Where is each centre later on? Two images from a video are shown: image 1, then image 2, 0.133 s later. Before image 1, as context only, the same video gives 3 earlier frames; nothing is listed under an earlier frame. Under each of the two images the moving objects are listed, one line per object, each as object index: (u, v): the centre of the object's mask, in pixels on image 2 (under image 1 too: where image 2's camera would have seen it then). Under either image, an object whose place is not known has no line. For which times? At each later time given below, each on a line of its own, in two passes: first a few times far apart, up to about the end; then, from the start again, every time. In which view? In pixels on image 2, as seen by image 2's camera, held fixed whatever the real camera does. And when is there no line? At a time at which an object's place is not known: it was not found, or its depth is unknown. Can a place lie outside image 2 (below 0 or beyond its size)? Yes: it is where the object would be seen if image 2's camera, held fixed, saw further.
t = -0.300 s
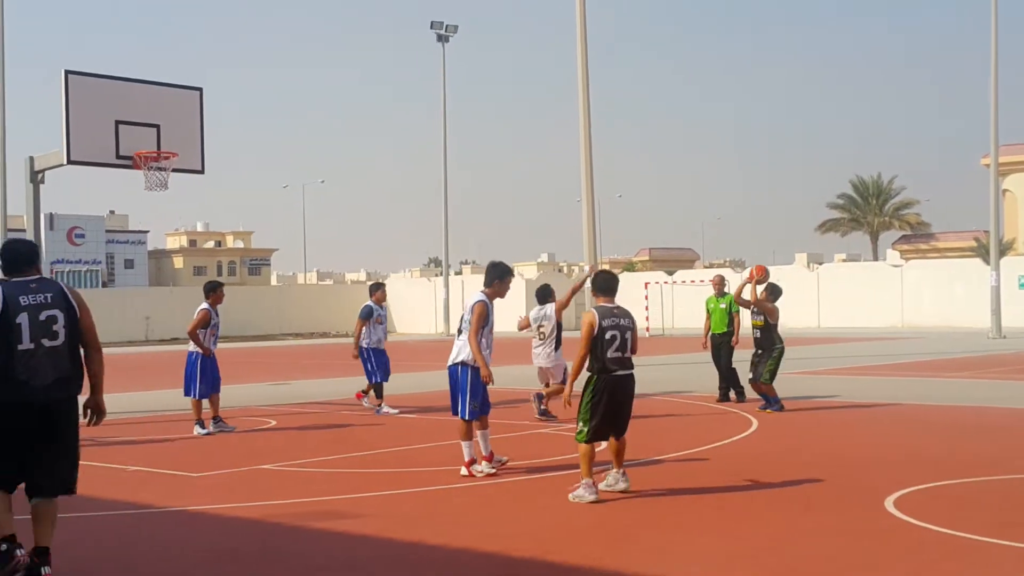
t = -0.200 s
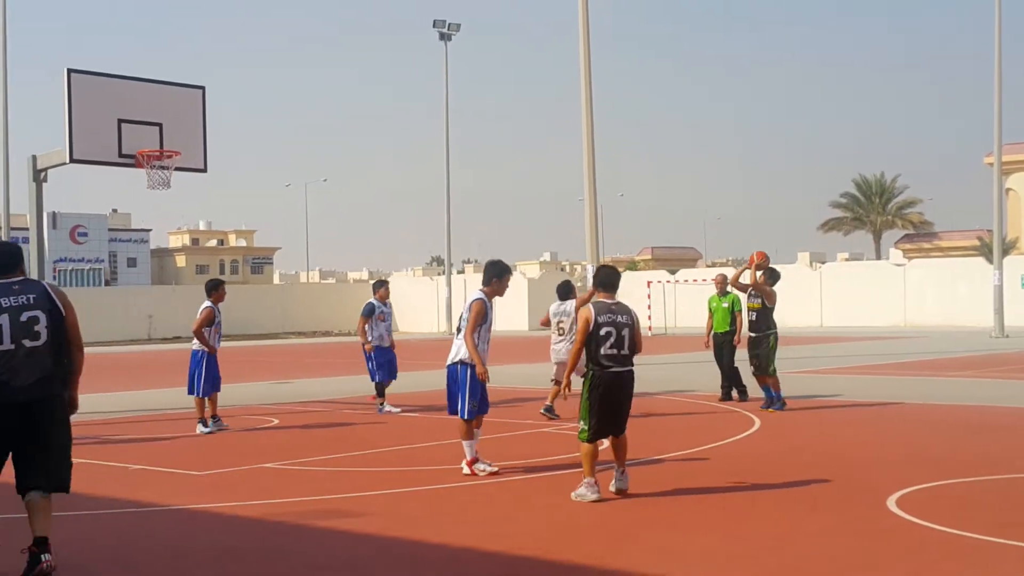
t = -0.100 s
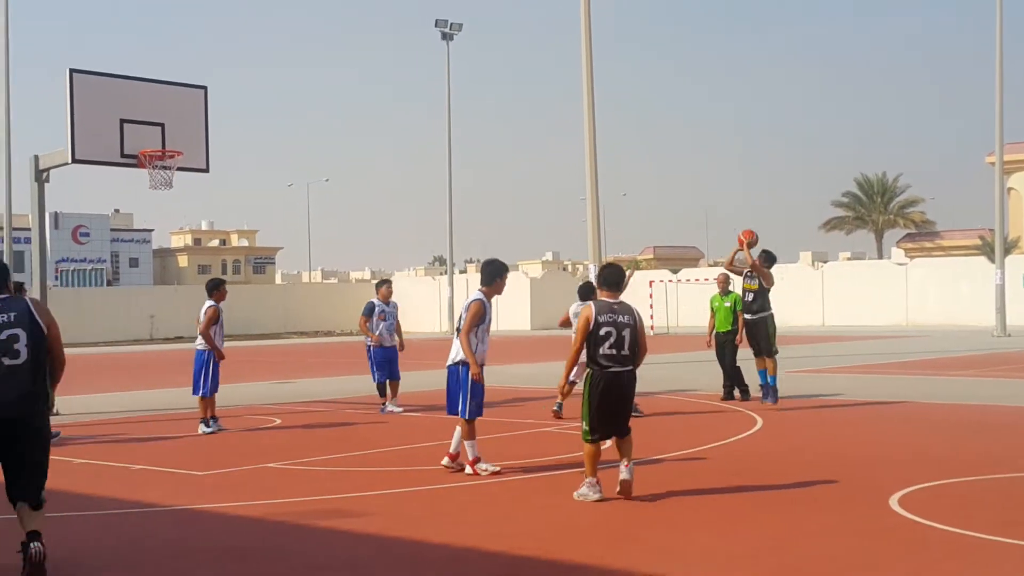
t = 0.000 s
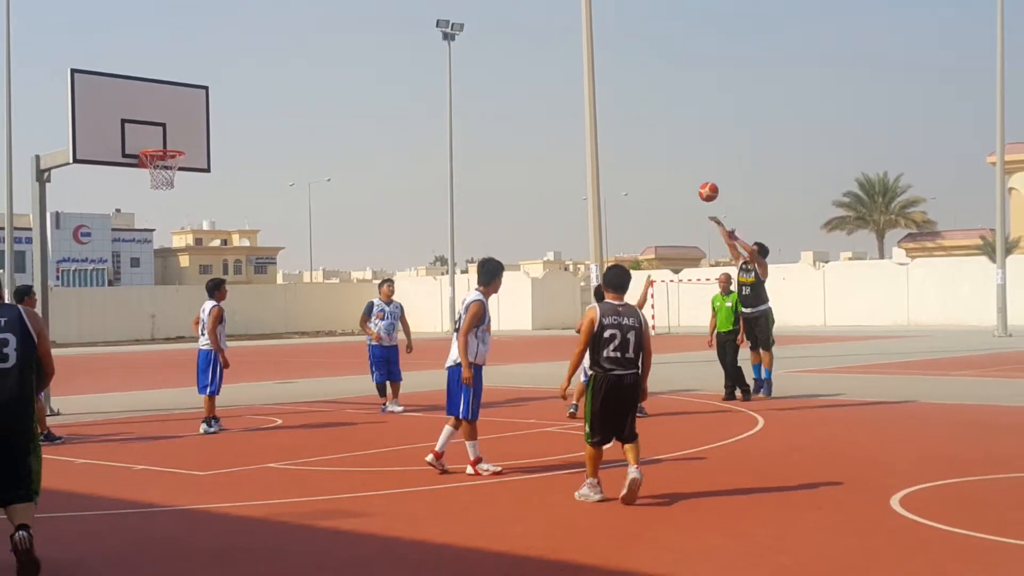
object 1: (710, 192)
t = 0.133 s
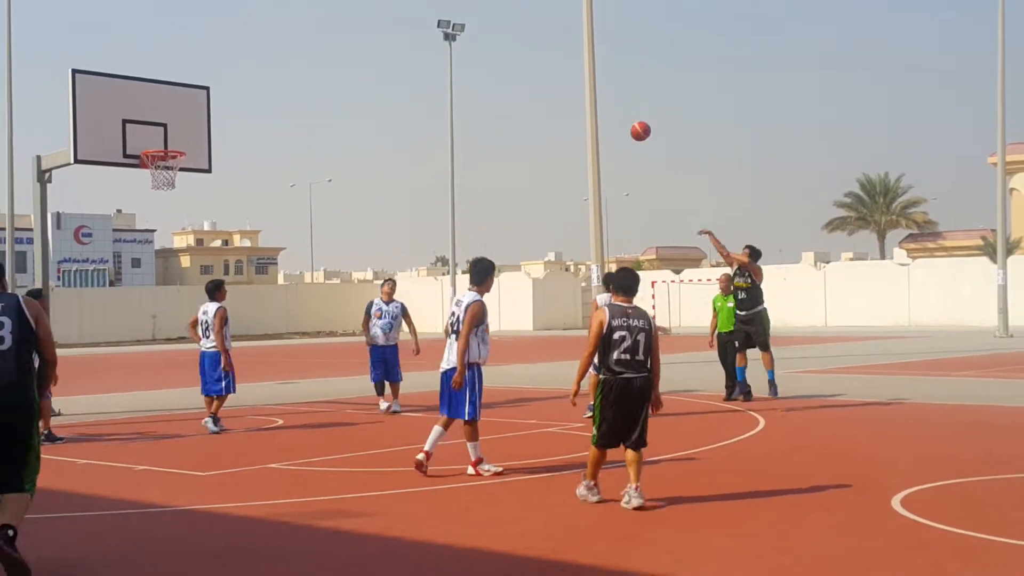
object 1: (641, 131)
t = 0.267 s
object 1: (572, 84)
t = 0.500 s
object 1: (452, 39)
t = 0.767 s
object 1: (317, 43)
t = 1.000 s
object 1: (197, 97)
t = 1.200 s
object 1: (104, 170)
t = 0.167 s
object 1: (623, 118)
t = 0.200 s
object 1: (606, 106)
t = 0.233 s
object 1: (589, 94)
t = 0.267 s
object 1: (572, 84)
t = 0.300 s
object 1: (555, 75)
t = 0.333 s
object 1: (538, 66)
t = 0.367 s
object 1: (520, 59)
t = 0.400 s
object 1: (503, 52)
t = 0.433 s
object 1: (486, 47)
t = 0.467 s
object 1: (469, 42)
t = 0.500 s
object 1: (452, 39)
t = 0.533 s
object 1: (435, 36)
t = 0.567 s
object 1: (418, 34)
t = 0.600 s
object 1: (402, 33)
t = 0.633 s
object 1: (385, 33)
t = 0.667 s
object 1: (368, 34)
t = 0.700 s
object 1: (351, 36)
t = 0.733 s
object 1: (334, 39)
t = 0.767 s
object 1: (317, 43)
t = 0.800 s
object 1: (300, 48)
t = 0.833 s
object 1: (283, 53)
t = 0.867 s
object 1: (266, 60)
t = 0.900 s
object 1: (248, 68)
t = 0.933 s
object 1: (232, 76)
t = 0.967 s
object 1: (215, 86)
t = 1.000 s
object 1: (197, 97)
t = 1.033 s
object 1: (180, 108)
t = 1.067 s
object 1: (163, 121)
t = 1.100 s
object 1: (146, 134)
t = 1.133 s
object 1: (130, 148)
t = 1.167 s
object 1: (113, 160)
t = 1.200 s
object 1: (104, 170)
